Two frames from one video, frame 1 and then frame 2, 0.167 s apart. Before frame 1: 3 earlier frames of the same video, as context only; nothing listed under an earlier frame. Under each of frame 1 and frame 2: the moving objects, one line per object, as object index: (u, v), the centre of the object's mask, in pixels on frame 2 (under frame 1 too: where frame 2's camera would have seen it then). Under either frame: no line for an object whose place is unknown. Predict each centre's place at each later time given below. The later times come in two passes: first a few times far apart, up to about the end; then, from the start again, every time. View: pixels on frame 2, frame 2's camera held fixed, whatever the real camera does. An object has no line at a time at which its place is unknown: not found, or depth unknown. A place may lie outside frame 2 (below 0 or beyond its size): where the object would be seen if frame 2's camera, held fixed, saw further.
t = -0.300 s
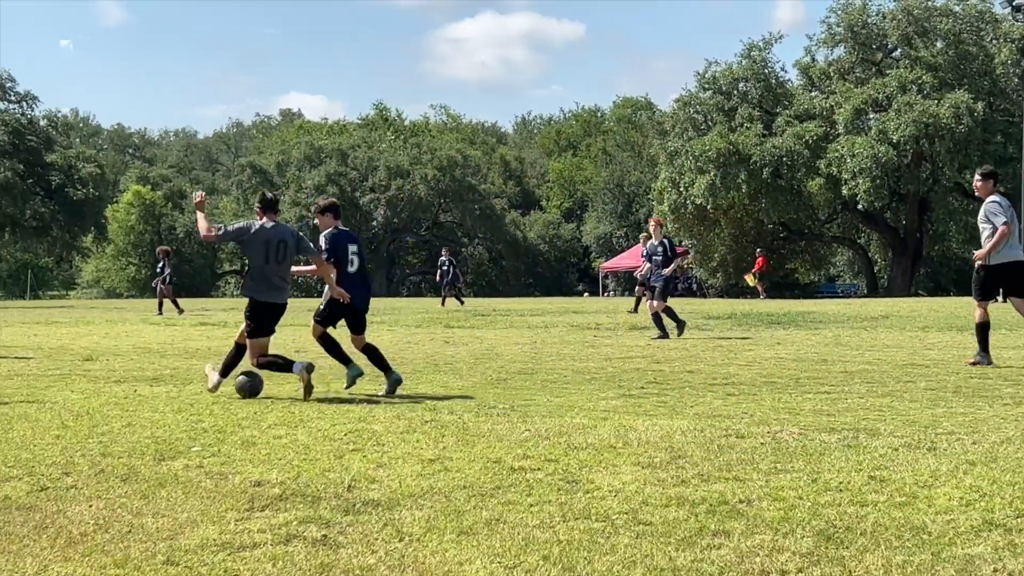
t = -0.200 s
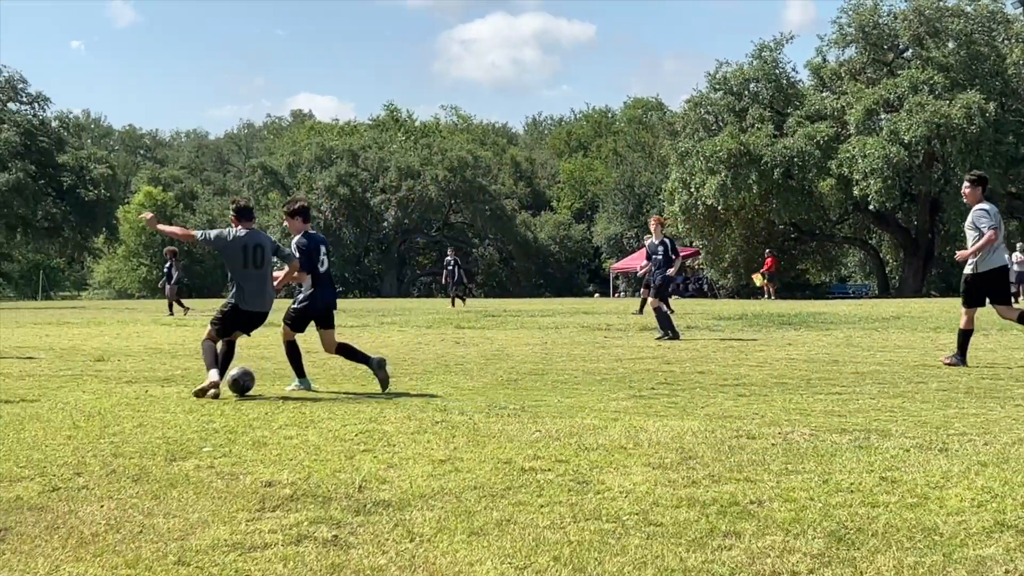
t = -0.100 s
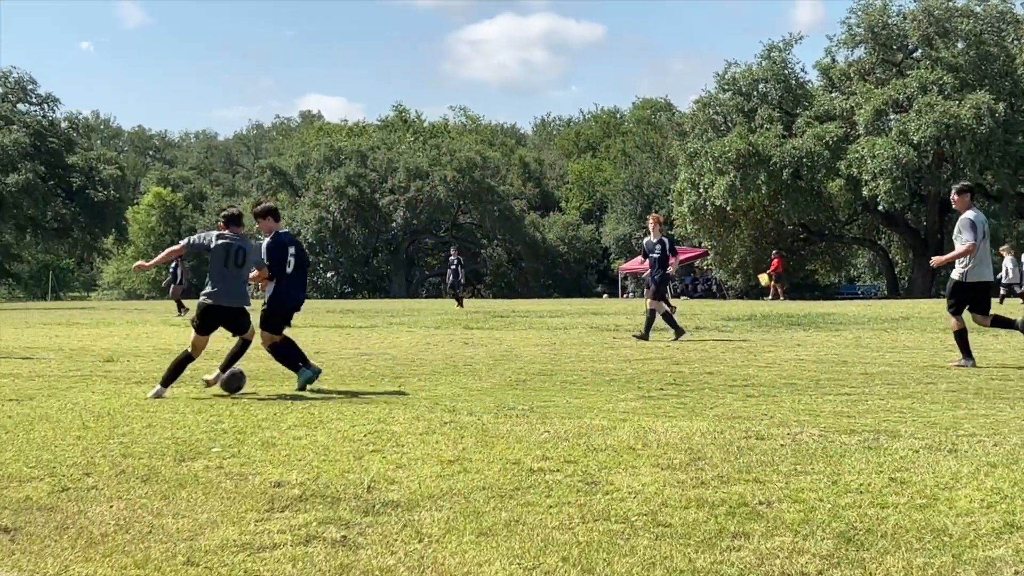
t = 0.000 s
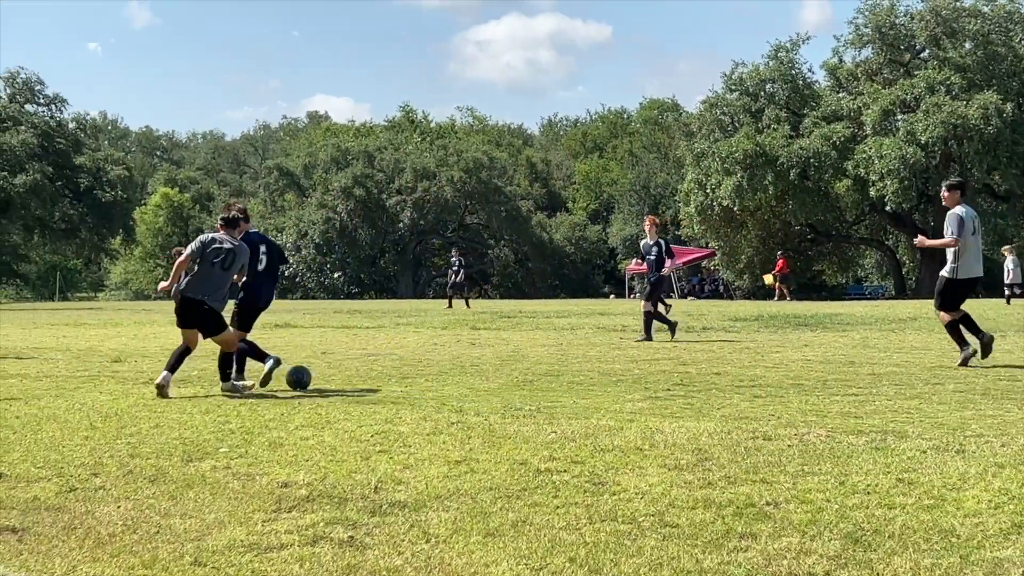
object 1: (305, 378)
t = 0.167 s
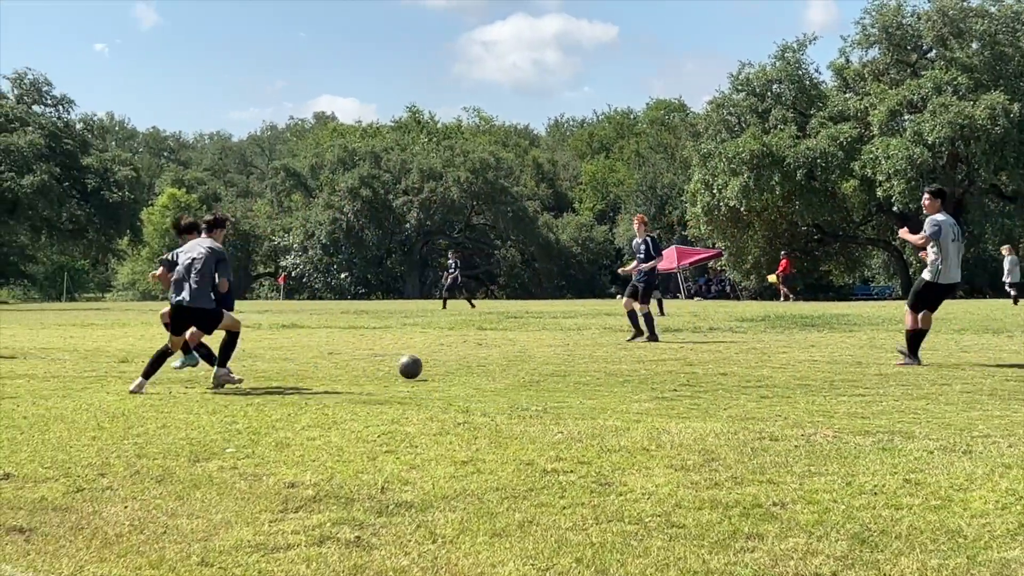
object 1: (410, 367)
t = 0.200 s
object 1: (429, 367)
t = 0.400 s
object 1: (518, 361)
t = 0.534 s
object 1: (562, 357)
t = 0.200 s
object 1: (429, 367)
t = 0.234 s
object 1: (448, 368)
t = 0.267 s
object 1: (464, 367)
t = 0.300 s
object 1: (479, 367)
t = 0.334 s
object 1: (493, 364)
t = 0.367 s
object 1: (506, 362)
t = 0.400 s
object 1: (518, 361)
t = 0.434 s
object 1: (531, 361)
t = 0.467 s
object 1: (543, 362)
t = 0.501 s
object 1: (553, 360)
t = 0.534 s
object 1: (562, 357)
